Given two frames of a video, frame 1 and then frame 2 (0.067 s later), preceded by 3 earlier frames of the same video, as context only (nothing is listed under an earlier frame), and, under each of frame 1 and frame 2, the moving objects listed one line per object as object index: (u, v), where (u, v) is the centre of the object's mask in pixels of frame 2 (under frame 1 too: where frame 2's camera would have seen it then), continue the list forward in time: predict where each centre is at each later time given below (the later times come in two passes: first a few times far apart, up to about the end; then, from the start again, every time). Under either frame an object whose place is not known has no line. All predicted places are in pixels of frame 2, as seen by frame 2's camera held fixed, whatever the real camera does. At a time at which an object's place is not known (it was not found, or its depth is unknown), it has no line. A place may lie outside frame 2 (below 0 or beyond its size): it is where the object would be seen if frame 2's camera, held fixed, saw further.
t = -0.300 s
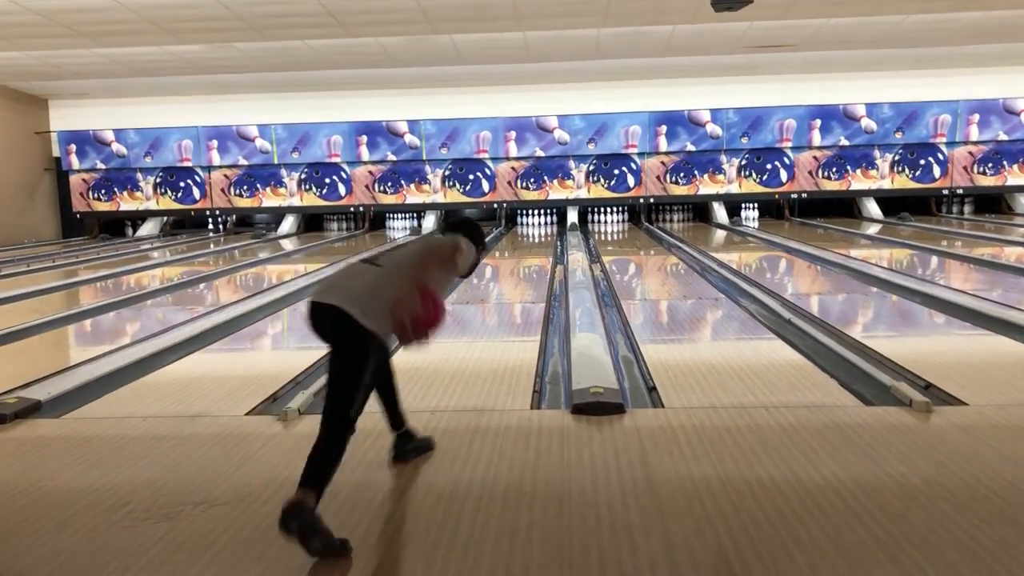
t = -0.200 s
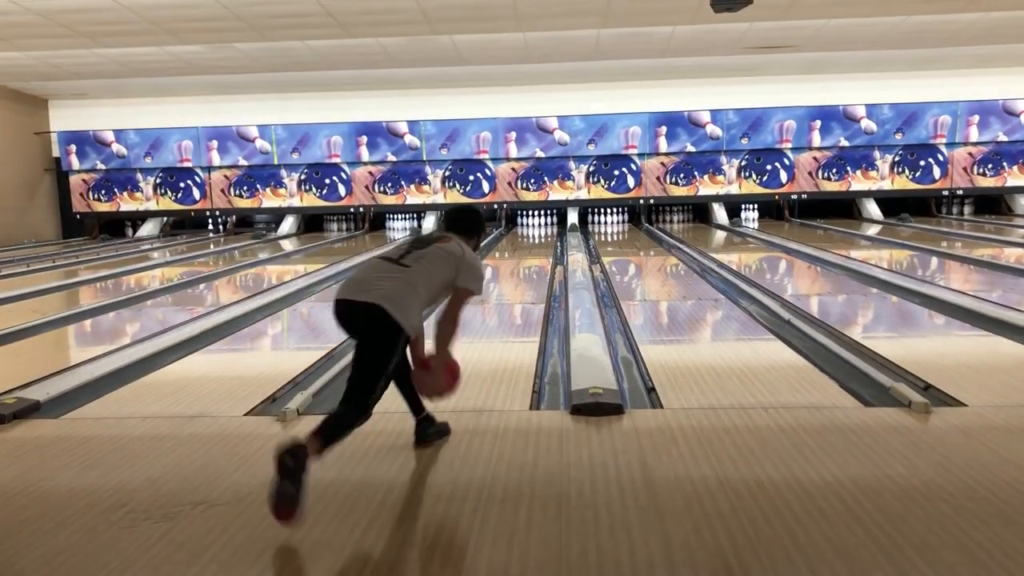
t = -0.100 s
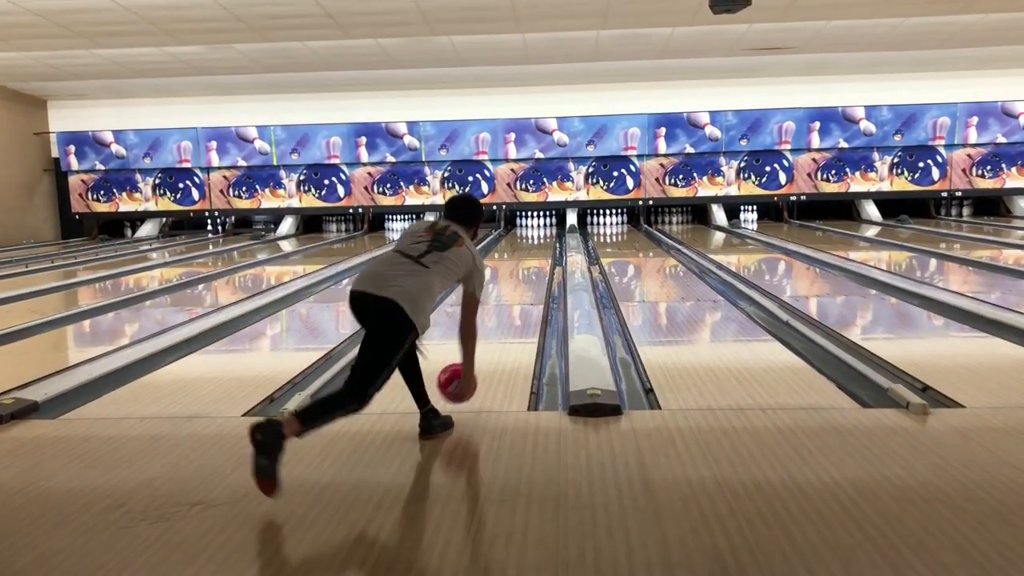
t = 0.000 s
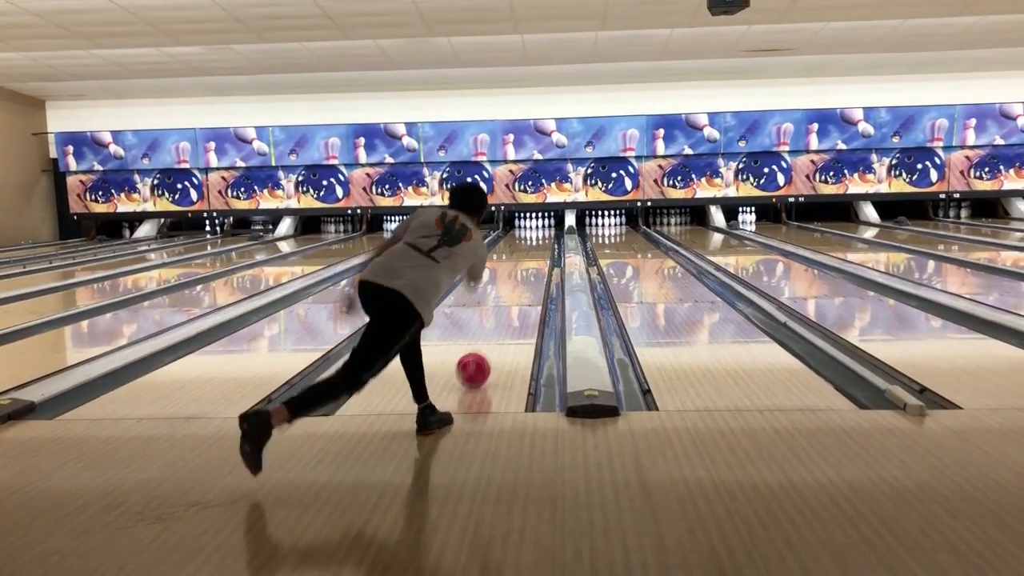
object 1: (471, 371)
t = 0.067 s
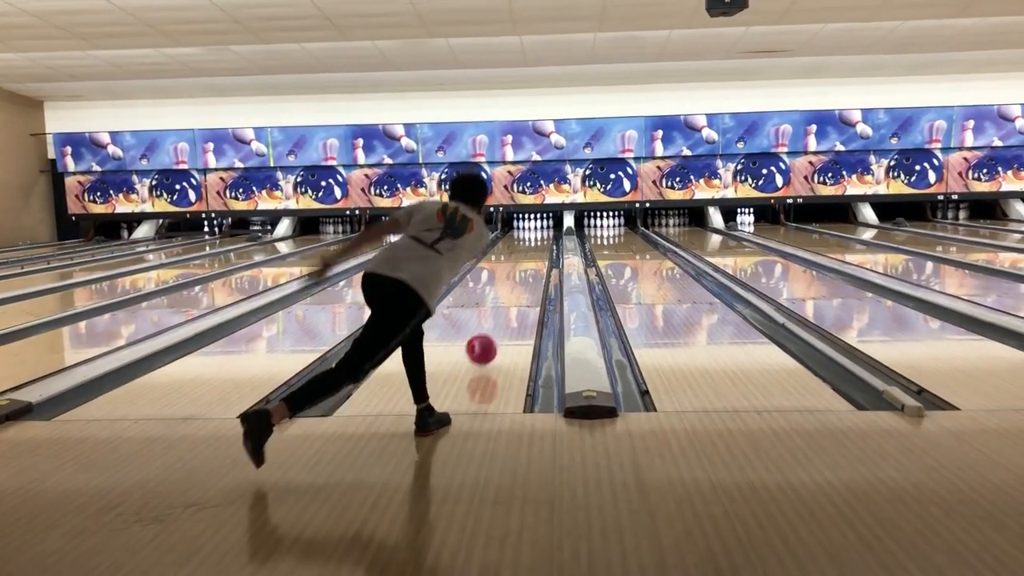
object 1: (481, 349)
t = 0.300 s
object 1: (504, 313)
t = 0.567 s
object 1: (520, 285)
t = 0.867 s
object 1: (529, 264)
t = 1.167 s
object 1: (533, 251)
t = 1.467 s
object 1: (535, 242)
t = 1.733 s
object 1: (535, 235)
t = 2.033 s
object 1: (533, 230)
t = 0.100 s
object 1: (485, 342)
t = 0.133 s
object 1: (489, 337)
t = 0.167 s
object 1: (493, 334)
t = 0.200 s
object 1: (496, 328)
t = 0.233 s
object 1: (499, 322)
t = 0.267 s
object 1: (501, 318)
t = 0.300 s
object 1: (504, 313)
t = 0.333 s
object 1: (507, 308)
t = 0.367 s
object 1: (509, 304)
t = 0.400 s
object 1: (511, 300)
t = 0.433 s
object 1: (513, 297)
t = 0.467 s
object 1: (515, 294)
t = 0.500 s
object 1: (517, 290)
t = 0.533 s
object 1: (518, 288)
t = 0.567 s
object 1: (520, 285)
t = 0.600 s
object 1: (521, 282)
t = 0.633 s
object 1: (522, 279)
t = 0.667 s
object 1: (523, 277)
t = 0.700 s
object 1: (524, 275)
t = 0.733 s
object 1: (525, 272)
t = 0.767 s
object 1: (526, 270)
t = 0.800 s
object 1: (527, 268)
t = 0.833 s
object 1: (528, 266)
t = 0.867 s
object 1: (529, 264)
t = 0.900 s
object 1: (530, 262)
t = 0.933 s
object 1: (531, 261)
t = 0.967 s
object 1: (531, 259)
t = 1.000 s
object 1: (532, 257)
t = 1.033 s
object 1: (532, 256)
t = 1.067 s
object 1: (533, 255)
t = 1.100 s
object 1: (533, 254)
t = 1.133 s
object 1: (534, 252)
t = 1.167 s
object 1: (533, 251)
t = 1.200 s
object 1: (534, 250)
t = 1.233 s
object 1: (534, 248)
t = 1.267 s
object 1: (535, 247)
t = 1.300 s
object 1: (535, 246)
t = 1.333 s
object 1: (535, 246)
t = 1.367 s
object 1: (535, 245)
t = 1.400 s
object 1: (535, 243)
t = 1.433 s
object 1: (535, 242)
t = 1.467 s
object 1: (535, 242)
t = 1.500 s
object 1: (535, 241)
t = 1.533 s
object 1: (536, 240)
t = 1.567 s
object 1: (535, 239)
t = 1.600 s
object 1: (535, 238)
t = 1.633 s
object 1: (535, 238)
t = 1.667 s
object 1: (535, 237)
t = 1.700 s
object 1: (535, 236)
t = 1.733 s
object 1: (535, 235)
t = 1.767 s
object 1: (535, 235)
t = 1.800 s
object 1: (534, 234)
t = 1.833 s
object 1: (534, 234)
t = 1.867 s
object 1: (534, 233)
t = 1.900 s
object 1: (533, 232)
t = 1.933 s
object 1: (533, 232)
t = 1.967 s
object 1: (533, 231)
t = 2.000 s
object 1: (533, 231)
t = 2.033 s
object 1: (533, 230)
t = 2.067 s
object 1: (532, 229)
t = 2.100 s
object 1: (531, 229)
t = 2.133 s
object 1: (531, 228)
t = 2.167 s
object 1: (530, 228)
